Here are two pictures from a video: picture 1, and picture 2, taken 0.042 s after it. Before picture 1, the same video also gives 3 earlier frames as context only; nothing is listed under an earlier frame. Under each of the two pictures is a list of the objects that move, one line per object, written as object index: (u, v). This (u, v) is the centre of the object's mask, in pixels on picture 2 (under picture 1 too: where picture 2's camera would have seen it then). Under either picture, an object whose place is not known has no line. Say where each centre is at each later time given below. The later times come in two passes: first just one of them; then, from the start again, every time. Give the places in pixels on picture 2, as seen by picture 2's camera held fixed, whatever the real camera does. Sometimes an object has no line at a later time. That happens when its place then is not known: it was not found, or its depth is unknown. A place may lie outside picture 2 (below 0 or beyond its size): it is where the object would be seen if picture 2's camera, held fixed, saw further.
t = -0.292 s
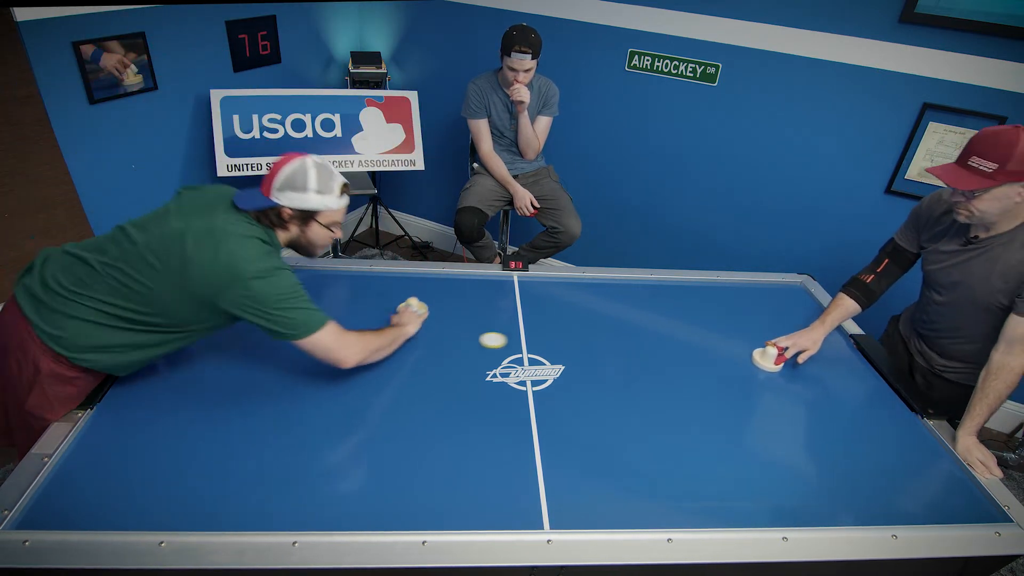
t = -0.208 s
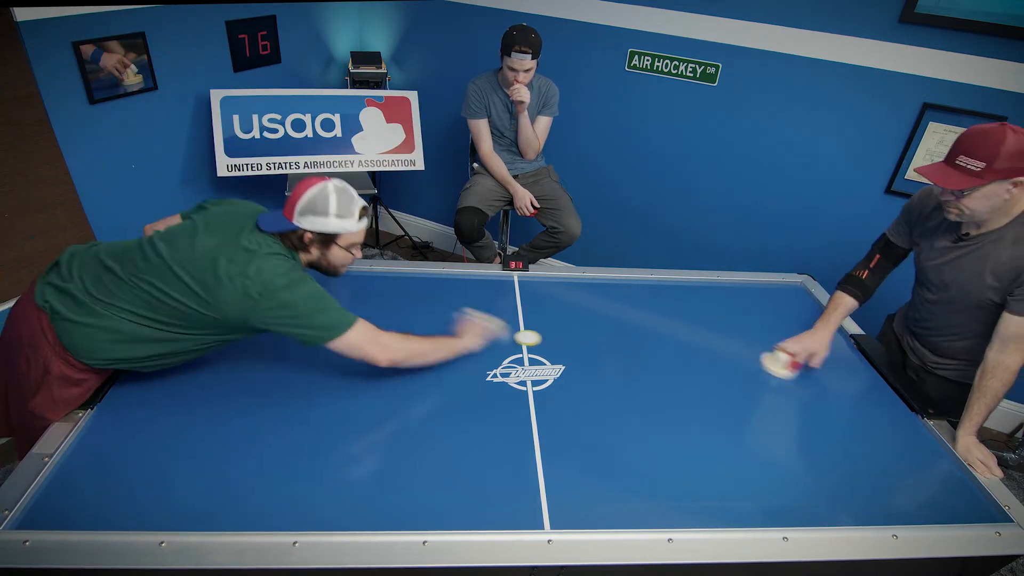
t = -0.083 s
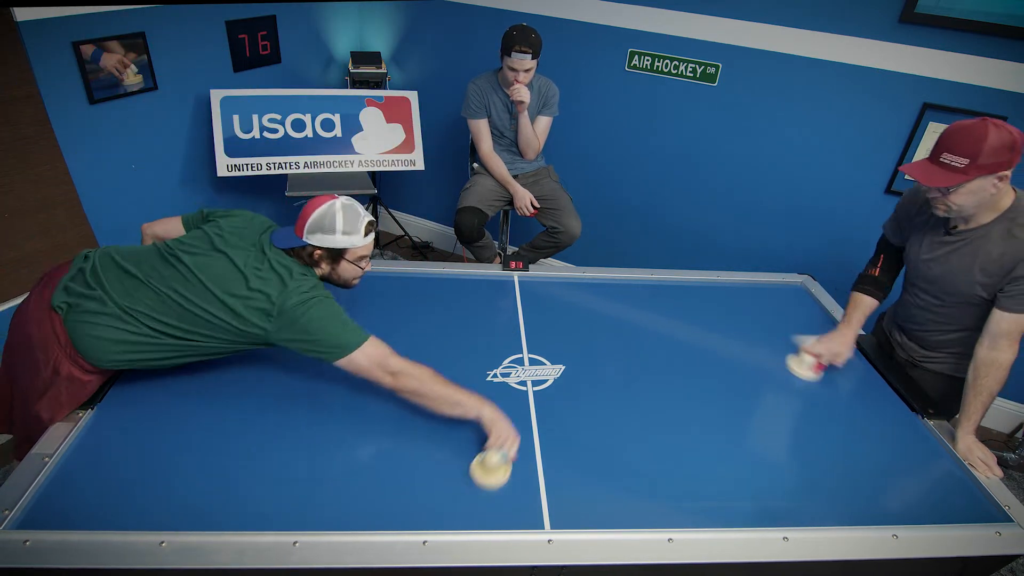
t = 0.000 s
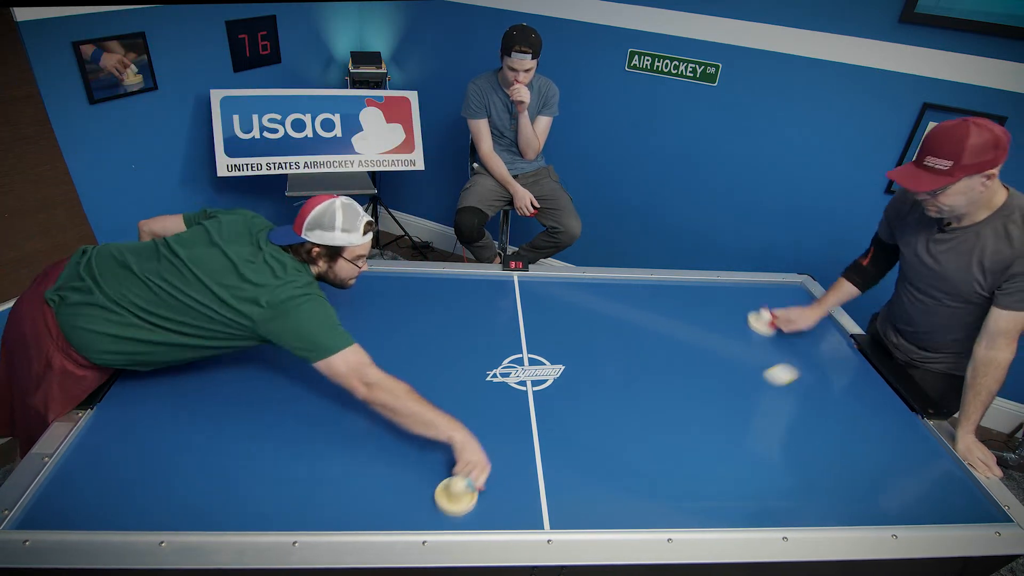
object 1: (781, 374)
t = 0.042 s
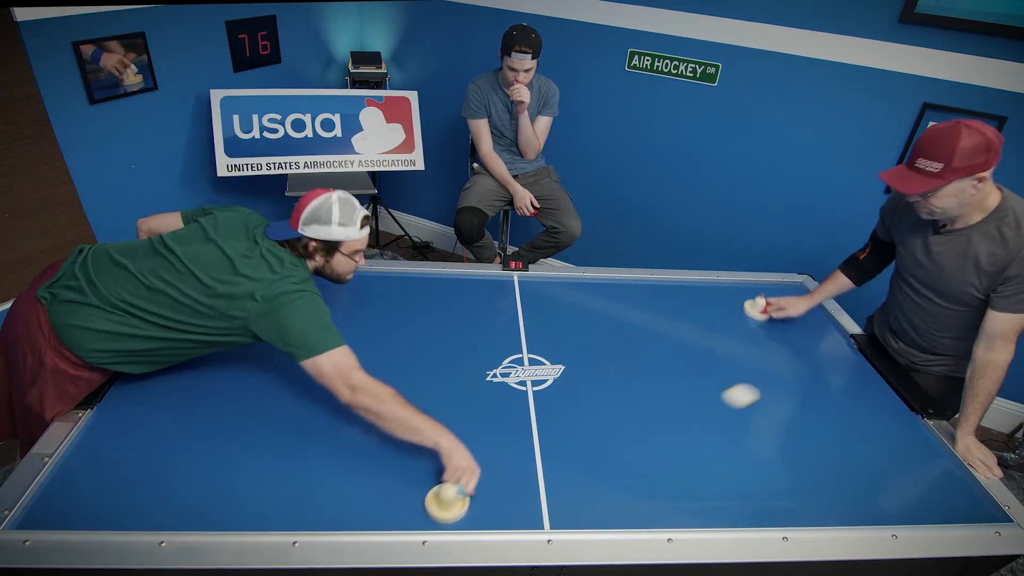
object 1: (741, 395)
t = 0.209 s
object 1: (519, 508)
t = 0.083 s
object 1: (696, 418)
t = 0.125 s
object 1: (645, 445)
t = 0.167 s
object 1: (587, 474)
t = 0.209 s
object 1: (519, 508)
